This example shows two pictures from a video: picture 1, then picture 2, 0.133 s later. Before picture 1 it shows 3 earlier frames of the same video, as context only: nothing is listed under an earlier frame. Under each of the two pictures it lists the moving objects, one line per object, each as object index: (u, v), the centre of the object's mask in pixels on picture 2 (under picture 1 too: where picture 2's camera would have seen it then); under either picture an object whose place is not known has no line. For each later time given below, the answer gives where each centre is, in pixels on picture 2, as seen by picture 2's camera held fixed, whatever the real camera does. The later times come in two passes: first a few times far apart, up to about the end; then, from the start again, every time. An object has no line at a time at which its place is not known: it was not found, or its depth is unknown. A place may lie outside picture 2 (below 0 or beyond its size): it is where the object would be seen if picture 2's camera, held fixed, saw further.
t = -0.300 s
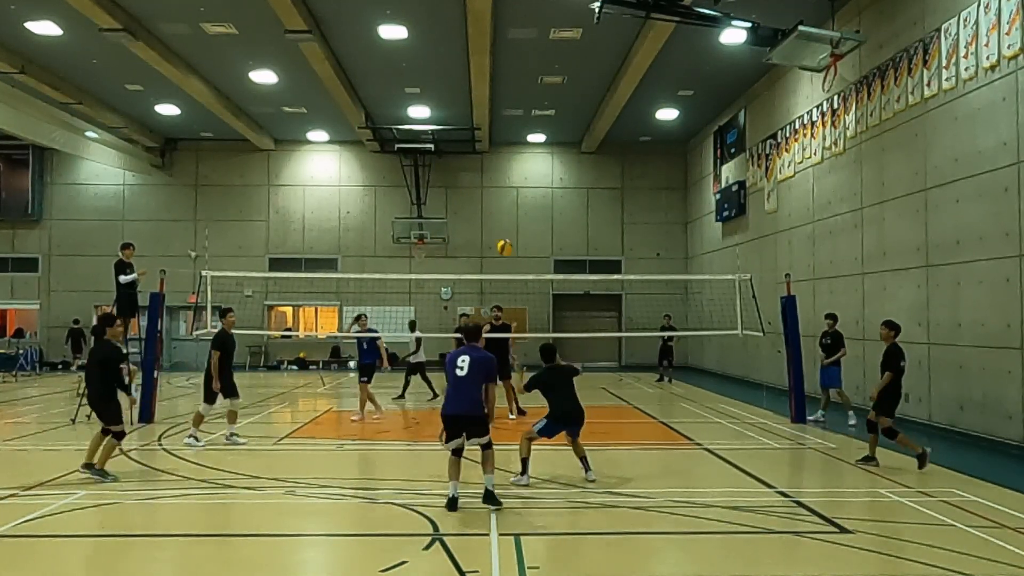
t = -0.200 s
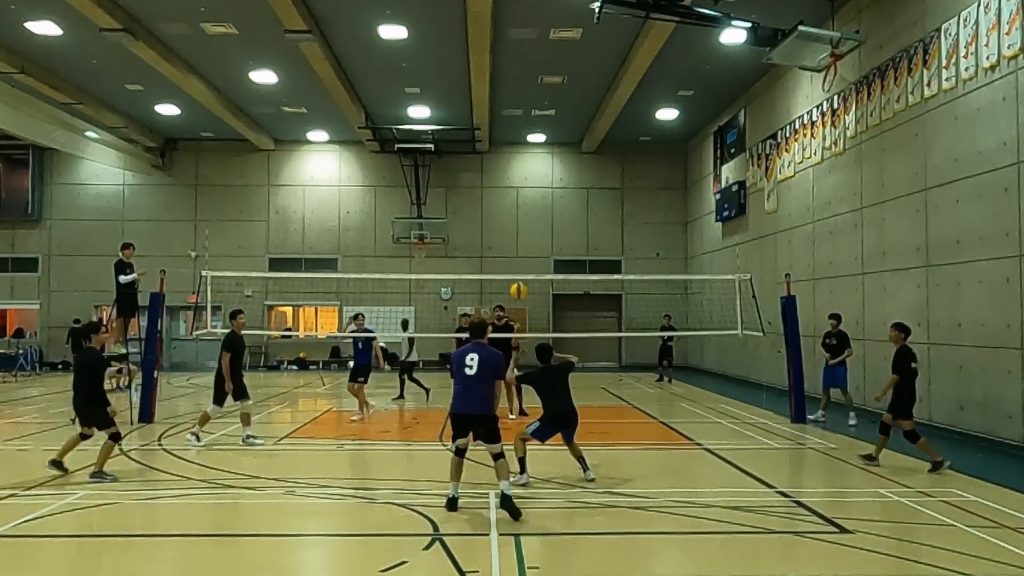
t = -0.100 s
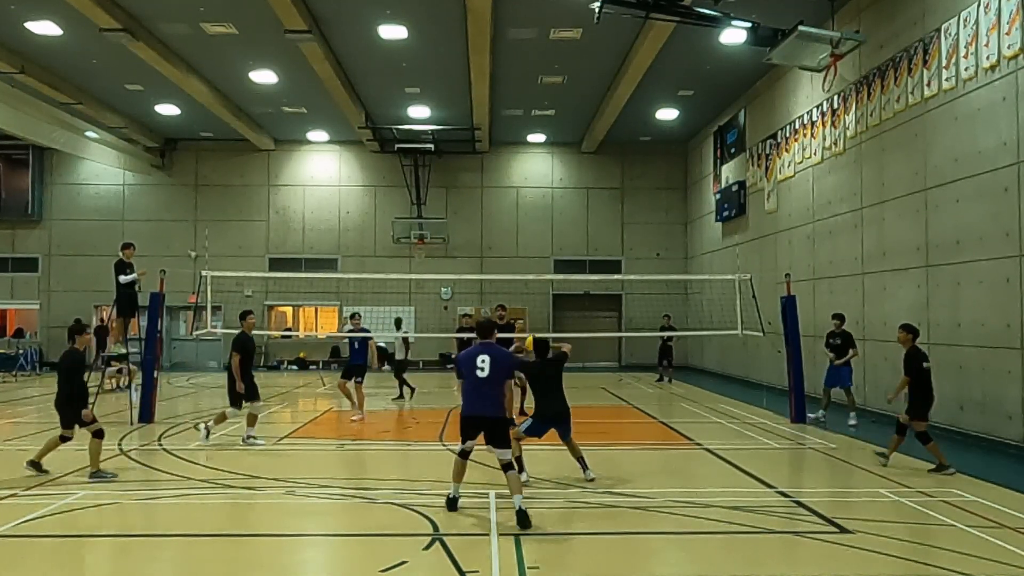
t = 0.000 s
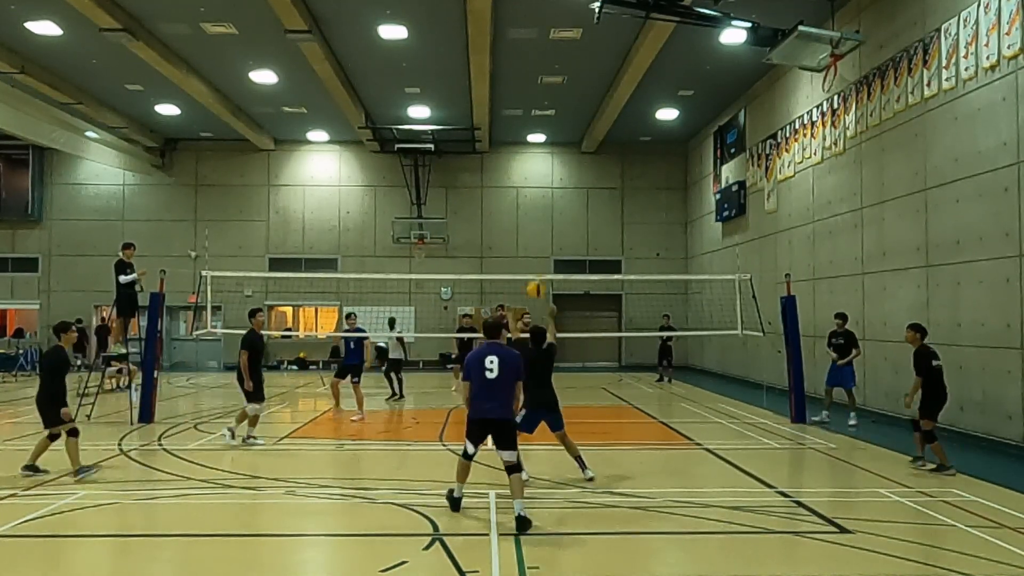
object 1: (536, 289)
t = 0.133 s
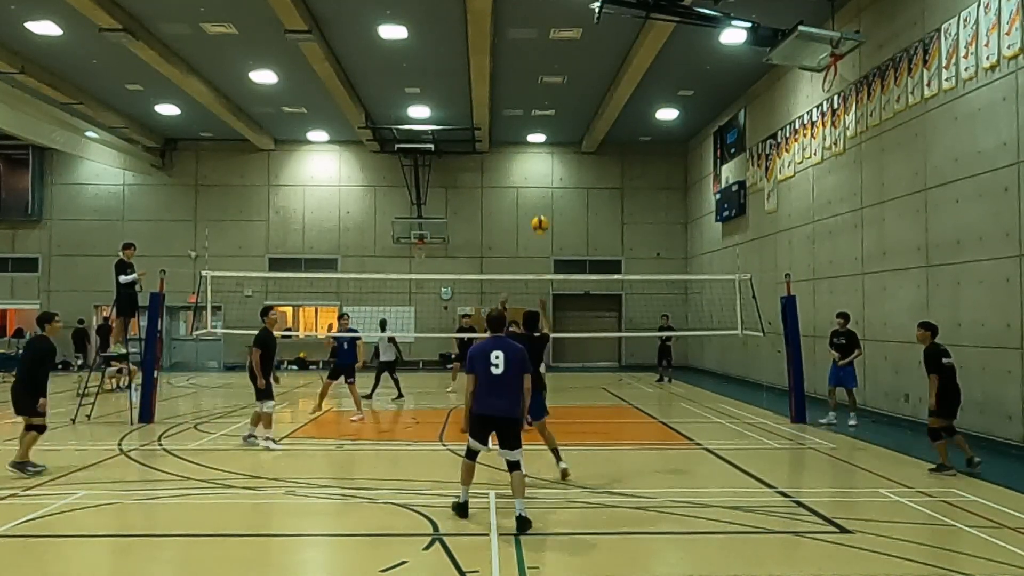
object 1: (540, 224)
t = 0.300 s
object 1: (545, 174)
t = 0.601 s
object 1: (554, 145)
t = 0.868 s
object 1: (559, 173)
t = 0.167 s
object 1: (541, 212)
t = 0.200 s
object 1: (542, 201)
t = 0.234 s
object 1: (543, 191)
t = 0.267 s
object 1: (545, 182)
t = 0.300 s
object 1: (545, 174)
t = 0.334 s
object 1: (547, 167)
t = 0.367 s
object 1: (548, 161)
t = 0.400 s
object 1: (549, 156)
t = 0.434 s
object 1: (550, 151)
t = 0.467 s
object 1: (551, 149)
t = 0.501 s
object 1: (551, 146)
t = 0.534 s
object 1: (552, 145)
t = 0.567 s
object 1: (552, 145)
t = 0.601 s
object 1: (554, 145)
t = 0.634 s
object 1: (554, 146)
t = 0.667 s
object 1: (555, 148)
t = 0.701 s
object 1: (555, 149)
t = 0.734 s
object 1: (556, 153)
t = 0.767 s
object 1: (557, 157)
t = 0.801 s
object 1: (557, 161)
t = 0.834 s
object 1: (558, 167)
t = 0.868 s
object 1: (559, 173)
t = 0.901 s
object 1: (559, 180)
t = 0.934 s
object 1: (561, 186)
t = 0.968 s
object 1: (560, 195)
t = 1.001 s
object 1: (561, 203)
